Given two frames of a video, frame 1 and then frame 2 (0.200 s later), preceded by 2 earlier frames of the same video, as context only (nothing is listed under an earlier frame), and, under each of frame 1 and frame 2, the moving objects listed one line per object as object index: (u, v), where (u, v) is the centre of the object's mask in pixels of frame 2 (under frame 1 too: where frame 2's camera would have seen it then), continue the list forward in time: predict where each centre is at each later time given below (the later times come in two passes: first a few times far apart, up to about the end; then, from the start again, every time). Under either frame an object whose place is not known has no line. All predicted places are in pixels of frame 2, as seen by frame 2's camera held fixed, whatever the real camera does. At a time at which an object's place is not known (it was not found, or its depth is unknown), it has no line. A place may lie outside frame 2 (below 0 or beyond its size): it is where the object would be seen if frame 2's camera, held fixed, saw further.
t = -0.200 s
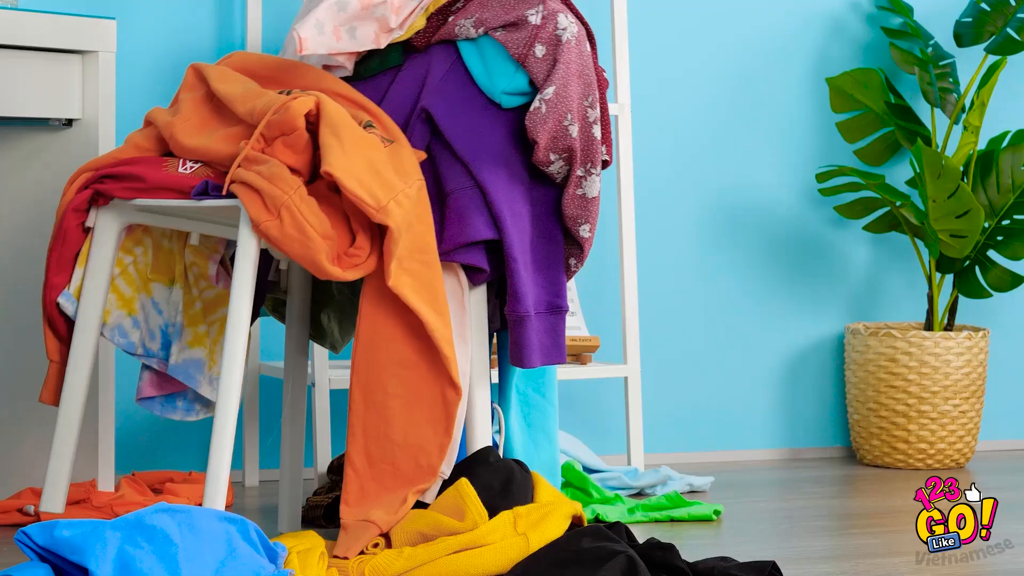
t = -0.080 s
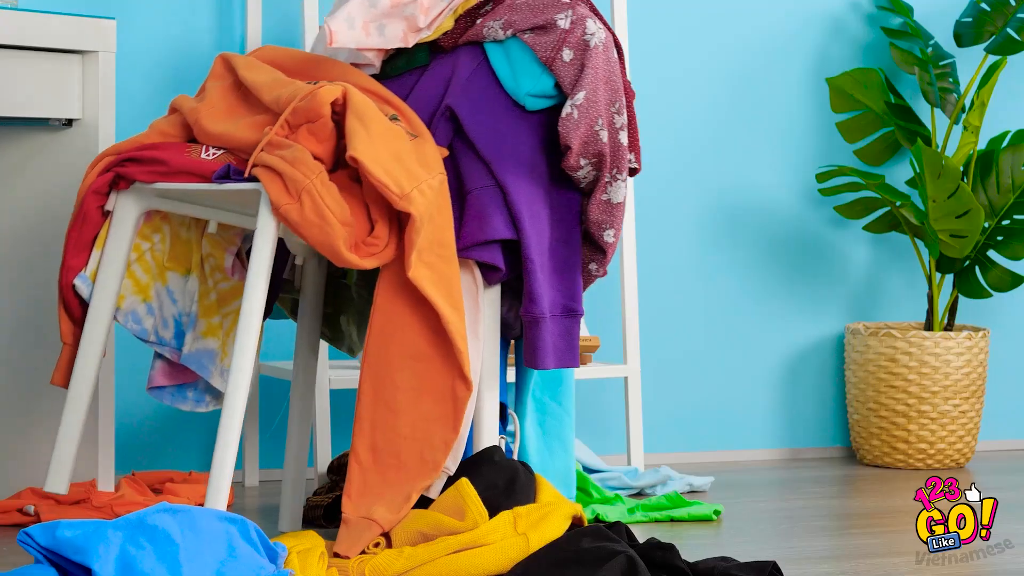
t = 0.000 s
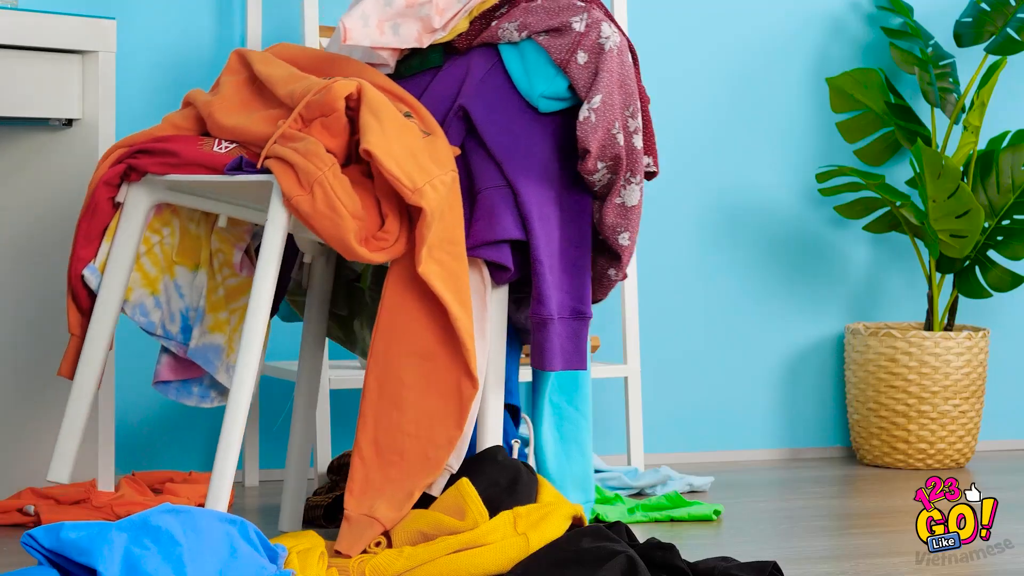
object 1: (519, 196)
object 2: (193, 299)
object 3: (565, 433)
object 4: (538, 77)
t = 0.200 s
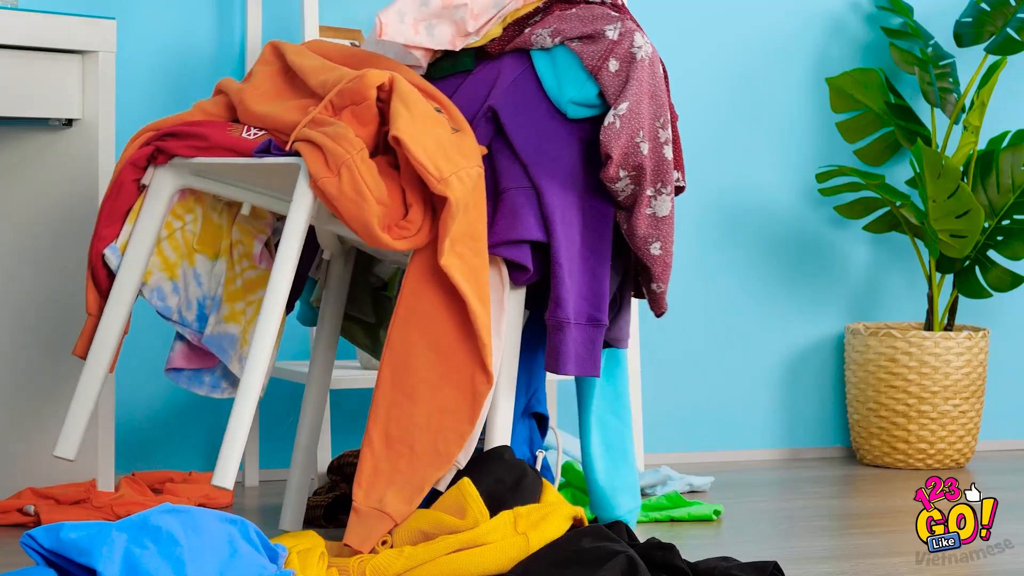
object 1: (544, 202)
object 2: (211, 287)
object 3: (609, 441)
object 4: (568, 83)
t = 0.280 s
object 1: (555, 205)
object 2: (219, 282)
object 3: (618, 445)
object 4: (583, 86)
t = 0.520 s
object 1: (590, 220)
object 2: (246, 266)
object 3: (640, 454)
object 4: (626, 103)
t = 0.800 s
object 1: (629, 255)
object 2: (284, 263)
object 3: (667, 480)
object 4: (678, 138)
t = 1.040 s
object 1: (667, 332)
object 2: (329, 286)
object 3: (690, 523)
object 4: (735, 225)
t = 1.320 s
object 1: (717, 479)
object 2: (379, 344)
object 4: (799, 432)
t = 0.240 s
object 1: (549, 203)
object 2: (215, 285)
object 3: (614, 443)
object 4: (575, 84)
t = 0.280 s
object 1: (555, 205)
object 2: (219, 282)
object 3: (618, 445)
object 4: (583, 86)
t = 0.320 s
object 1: (562, 209)
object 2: (224, 279)
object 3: (622, 447)
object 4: (591, 89)
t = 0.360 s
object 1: (565, 210)
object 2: (227, 277)
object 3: (624, 447)
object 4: (595, 91)
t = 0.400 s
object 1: (573, 212)
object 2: (232, 274)
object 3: (629, 449)
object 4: (604, 94)
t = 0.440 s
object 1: (581, 216)
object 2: (239, 270)
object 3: (634, 451)
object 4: (615, 98)
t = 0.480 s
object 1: (585, 218)
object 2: (242, 269)
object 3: (637, 453)
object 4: (620, 101)
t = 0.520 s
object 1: (590, 220)
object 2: (246, 266)
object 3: (640, 454)
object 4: (626, 103)
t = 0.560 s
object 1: (595, 223)
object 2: (249, 265)
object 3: (643, 457)
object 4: (633, 106)
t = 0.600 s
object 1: (600, 227)
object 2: (253, 263)
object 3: (646, 459)
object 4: (639, 110)
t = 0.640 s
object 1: (606, 230)
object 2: (258, 260)
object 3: (650, 462)
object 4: (646, 114)
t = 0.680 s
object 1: (611, 235)
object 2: (263, 257)
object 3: (654, 466)
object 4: (654, 119)
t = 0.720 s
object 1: (617, 239)
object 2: (267, 254)
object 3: (658, 470)
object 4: (661, 124)
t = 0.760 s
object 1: (623, 247)
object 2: (271, 251)
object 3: (662, 474)
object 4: (669, 131)
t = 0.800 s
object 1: (629, 255)
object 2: (284, 263)
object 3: (667, 480)
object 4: (678, 138)
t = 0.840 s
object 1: (636, 263)
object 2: (290, 263)
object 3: (671, 488)
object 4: (687, 148)
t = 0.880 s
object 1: (642, 273)
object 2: (296, 264)
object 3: (676, 495)
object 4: (696, 159)
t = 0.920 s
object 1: (648, 285)
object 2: (302, 267)
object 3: (680, 502)
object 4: (706, 172)
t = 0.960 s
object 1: (654, 298)
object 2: (310, 270)
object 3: (683, 509)
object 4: (716, 188)
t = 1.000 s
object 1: (660, 314)
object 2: (311, 269)
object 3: (688, 516)
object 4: (725, 205)
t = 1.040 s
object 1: (667, 332)
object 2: (329, 286)
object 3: (690, 523)
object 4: (735, 225)
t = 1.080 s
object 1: (673, 351)
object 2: (329, 286)
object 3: (693, 529)
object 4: (745, 247)
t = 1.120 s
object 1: (679, 371)
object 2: (336, 294)
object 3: (696, 533)
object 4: (755, 271)
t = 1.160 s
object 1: (684, 393)
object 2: (343, 302)
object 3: (698, 537)
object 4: (763, 298)
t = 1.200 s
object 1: (691, 415)
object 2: (350, 312)
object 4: (772, 327)
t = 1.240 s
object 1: (699, 436)
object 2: (358, 323)
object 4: (780, 359)
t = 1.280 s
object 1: (709, 459)
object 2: (368, 337)
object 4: (789, 395)
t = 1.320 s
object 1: (717, 479)
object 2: (379, 344)
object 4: (799, 432)
